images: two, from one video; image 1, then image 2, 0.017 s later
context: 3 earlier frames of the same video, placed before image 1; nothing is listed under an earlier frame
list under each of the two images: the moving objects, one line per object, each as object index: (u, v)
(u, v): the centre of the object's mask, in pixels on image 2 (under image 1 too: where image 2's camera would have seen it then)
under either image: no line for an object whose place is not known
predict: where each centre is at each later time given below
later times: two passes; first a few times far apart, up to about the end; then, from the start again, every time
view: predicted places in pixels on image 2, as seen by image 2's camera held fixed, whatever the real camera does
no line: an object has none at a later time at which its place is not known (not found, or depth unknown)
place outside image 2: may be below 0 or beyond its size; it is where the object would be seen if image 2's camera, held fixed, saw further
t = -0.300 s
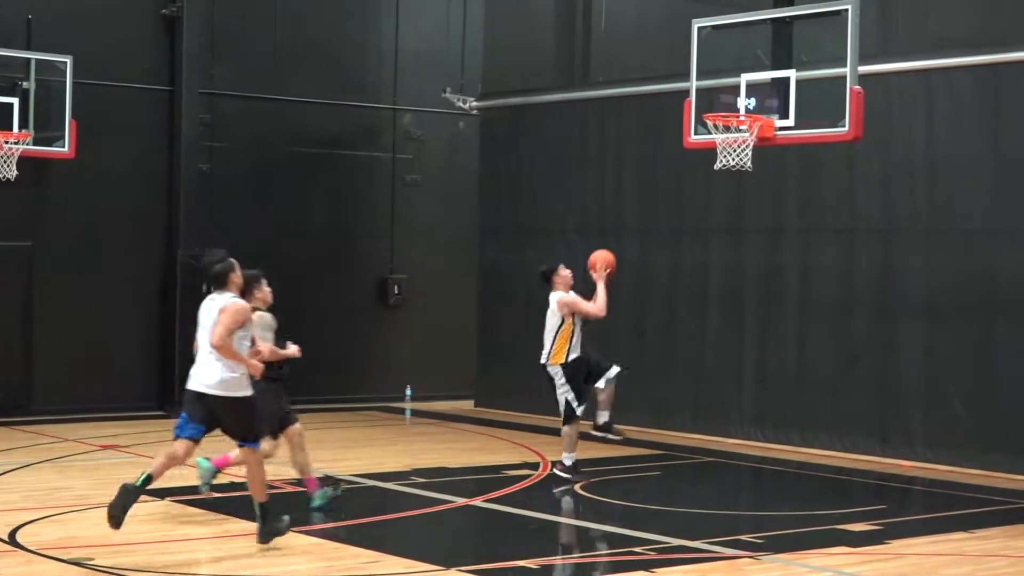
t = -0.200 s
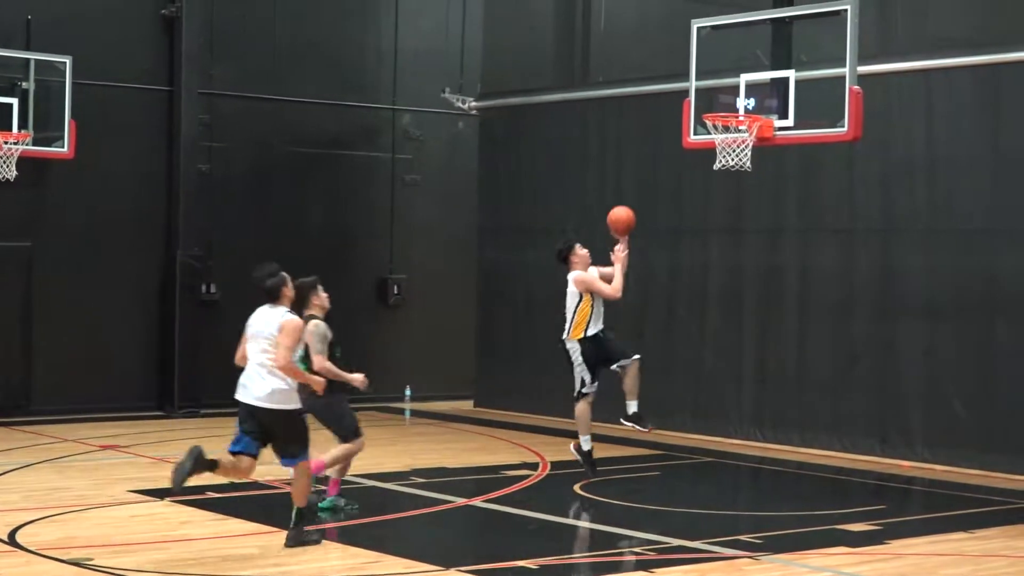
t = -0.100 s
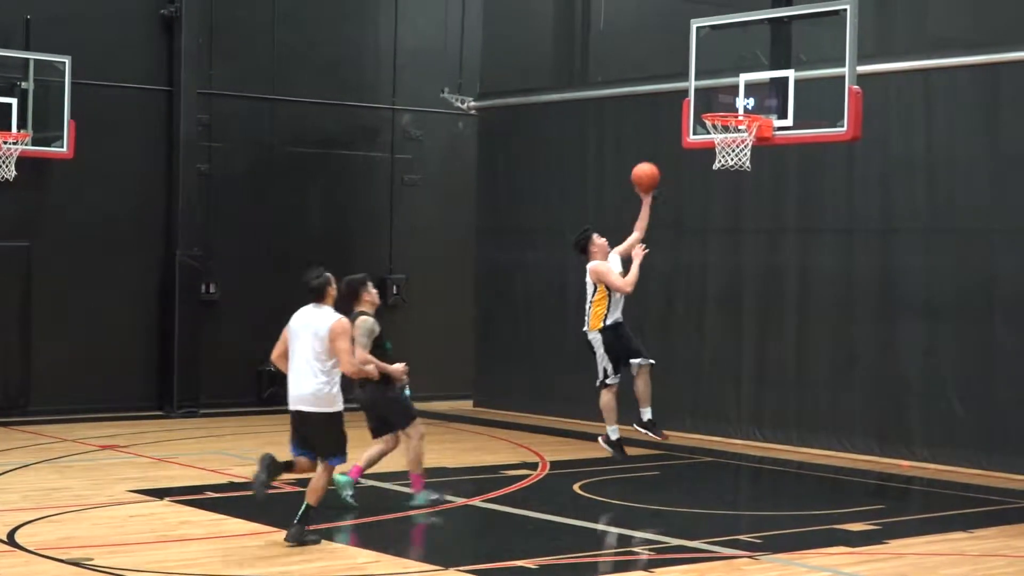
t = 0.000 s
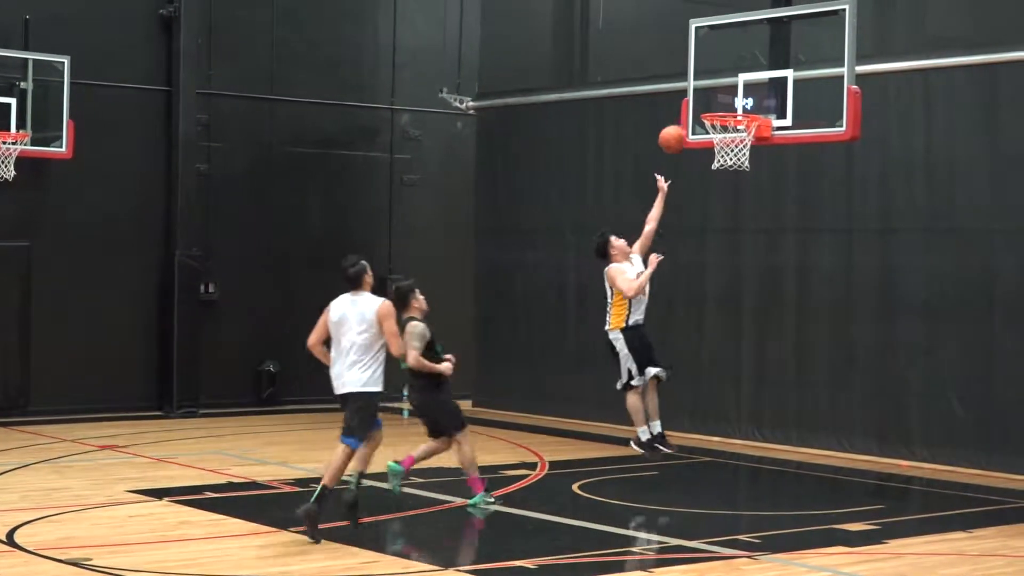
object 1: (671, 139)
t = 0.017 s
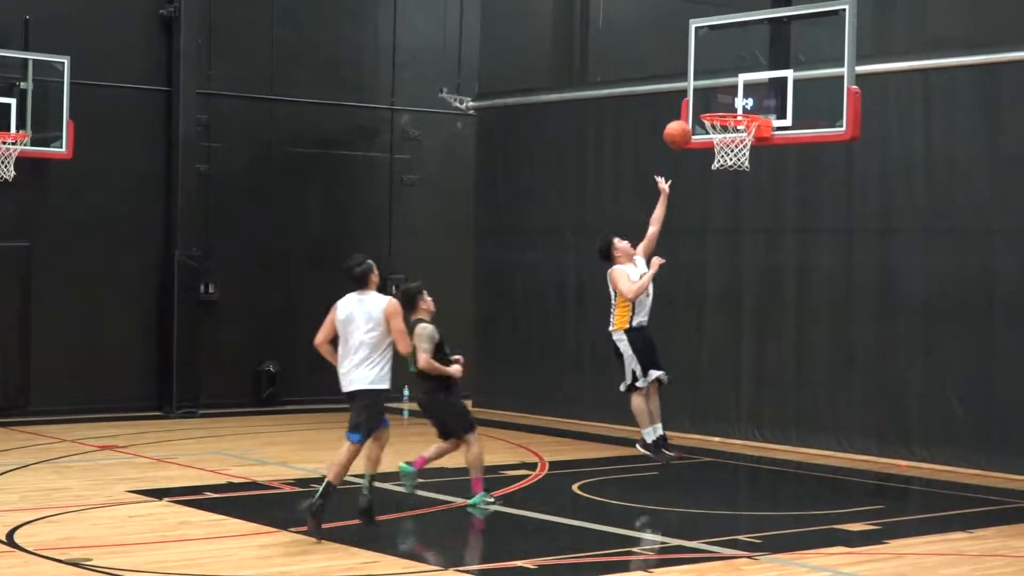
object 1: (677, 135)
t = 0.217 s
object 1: (727, 99)
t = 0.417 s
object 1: (721, 106)
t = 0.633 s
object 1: (720, 156)
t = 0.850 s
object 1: (739, 205)
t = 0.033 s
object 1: (682, 130)
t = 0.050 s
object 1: (687, 125)
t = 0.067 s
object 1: (691, 120)
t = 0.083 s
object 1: (695, 116)
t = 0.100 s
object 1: (700, 110)
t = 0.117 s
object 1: (705, 106)
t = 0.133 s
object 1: (712, 104)
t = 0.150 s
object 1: (716, 102)
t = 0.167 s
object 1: (721, 101)
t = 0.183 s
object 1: (726, 100)
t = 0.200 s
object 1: (727, 99)
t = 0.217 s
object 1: (727, 99)
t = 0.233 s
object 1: (726, 98)
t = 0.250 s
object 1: (726, 98)
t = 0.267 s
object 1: (726, 98)
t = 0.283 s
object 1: (725, 99)
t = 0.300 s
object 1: (725, 99)
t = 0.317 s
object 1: (724, 99)
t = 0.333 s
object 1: (724, 100)
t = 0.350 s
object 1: (723, 101)
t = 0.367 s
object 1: (723, 103)
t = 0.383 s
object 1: (722, 104)
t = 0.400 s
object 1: (722, 105)
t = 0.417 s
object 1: (721, 106)
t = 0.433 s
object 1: (720, 108)
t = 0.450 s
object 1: (720, 110)
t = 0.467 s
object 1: (720, 124)
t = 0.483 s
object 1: (719, 128)
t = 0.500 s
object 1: (719, 131)
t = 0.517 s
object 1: (719, 131)
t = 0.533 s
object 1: (719, 133)
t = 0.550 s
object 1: (720, 134)
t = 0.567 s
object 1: (721, 135)
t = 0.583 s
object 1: (722, 134)
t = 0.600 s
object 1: (723, 133)
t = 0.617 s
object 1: (718, 156)
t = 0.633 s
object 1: (720, 156)
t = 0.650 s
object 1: (722, 157)
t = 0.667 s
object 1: (725, 160)
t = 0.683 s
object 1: (727, 162)
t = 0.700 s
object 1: (729, 164)
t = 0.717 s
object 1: (730, 166)
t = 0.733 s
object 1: (732, 170)
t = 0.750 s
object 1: (732, 173)
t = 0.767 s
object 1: (734, 177)
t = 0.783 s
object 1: (735, 182)
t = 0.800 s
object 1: (736, 187)
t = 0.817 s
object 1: (736, 192)
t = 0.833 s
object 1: (737, 198)
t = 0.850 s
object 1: (739, 205)
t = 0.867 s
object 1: (740, 212)
